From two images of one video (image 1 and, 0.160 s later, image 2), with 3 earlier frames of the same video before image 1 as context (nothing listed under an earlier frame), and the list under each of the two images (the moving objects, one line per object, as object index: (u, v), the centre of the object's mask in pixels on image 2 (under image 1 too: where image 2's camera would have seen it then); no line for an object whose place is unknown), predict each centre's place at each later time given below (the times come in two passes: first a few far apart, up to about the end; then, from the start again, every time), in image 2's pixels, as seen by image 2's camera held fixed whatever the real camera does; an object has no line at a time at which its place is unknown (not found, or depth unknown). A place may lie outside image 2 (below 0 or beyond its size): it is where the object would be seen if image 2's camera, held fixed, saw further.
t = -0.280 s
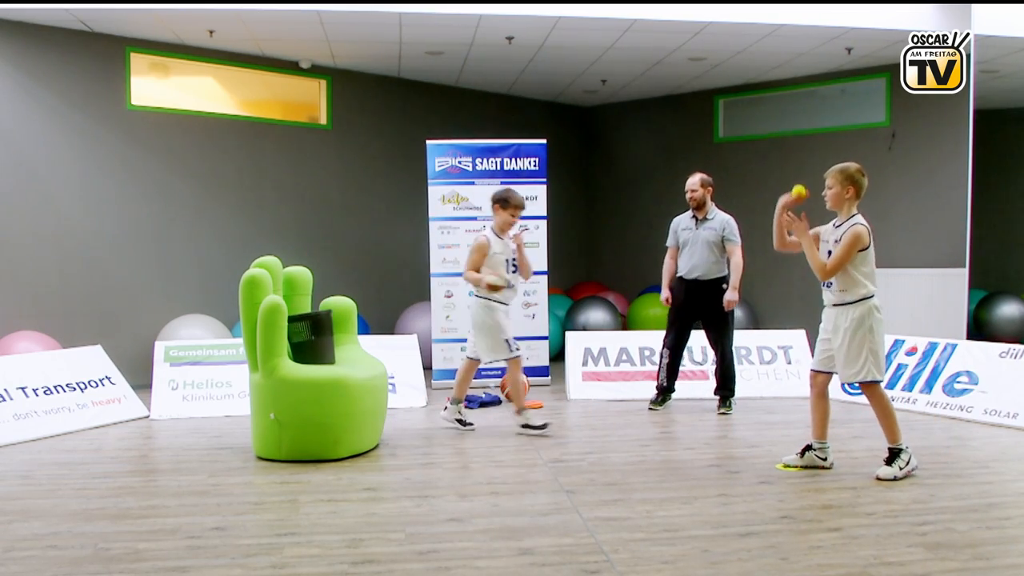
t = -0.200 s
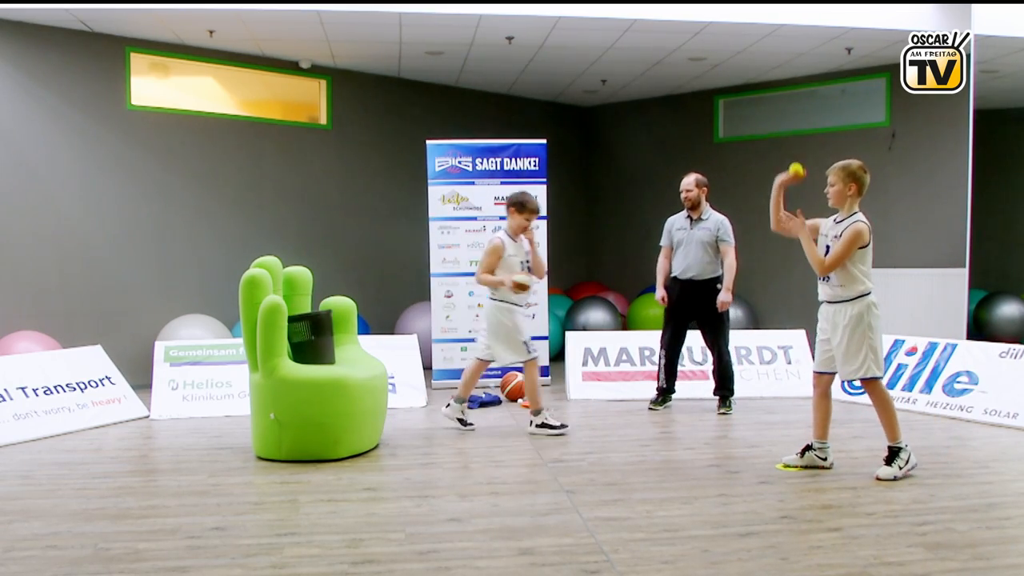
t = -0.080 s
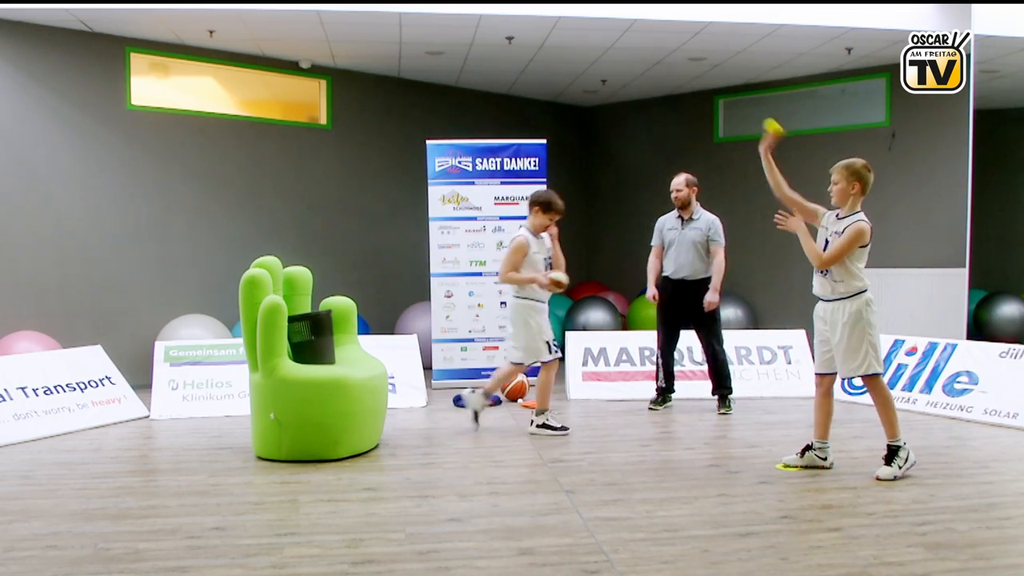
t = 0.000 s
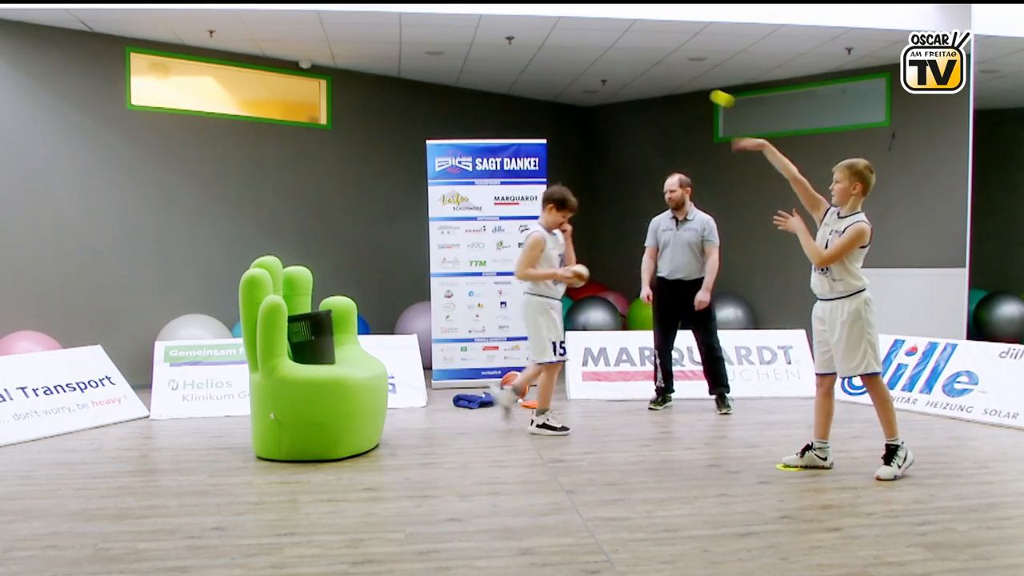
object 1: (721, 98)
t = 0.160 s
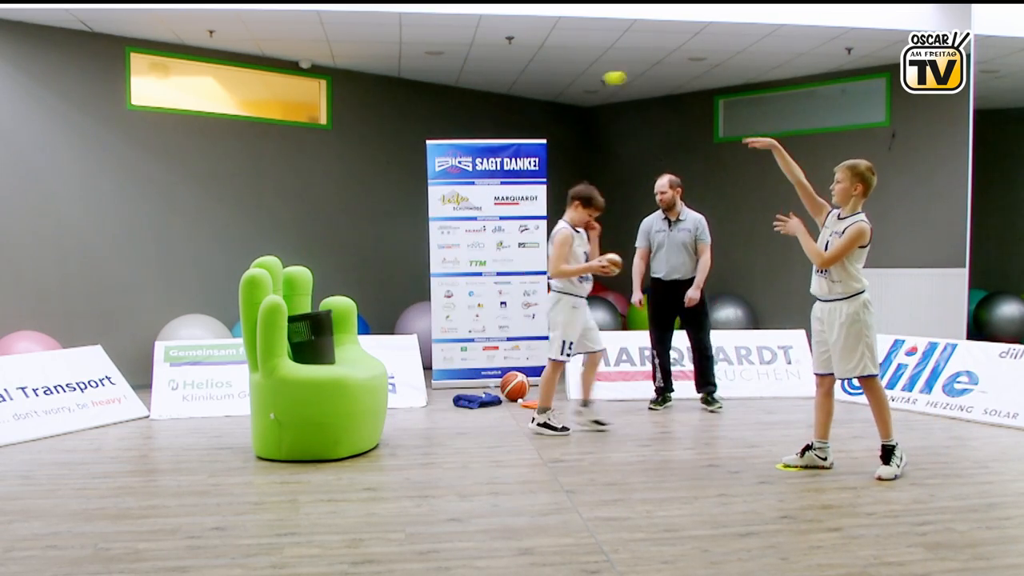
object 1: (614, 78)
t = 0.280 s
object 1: (538, 94)
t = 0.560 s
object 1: (371, 230)
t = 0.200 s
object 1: (589, 80)
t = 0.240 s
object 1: (563, 85)
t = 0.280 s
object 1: (538, 94)
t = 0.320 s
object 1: (512, 105)
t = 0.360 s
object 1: (488, 119)
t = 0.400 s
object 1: (465, 134)
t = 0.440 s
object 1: (442, 153)
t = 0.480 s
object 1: (416, 179)
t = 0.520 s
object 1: (393, 203)
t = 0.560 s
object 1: (371, 230)
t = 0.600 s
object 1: (349, 260)
